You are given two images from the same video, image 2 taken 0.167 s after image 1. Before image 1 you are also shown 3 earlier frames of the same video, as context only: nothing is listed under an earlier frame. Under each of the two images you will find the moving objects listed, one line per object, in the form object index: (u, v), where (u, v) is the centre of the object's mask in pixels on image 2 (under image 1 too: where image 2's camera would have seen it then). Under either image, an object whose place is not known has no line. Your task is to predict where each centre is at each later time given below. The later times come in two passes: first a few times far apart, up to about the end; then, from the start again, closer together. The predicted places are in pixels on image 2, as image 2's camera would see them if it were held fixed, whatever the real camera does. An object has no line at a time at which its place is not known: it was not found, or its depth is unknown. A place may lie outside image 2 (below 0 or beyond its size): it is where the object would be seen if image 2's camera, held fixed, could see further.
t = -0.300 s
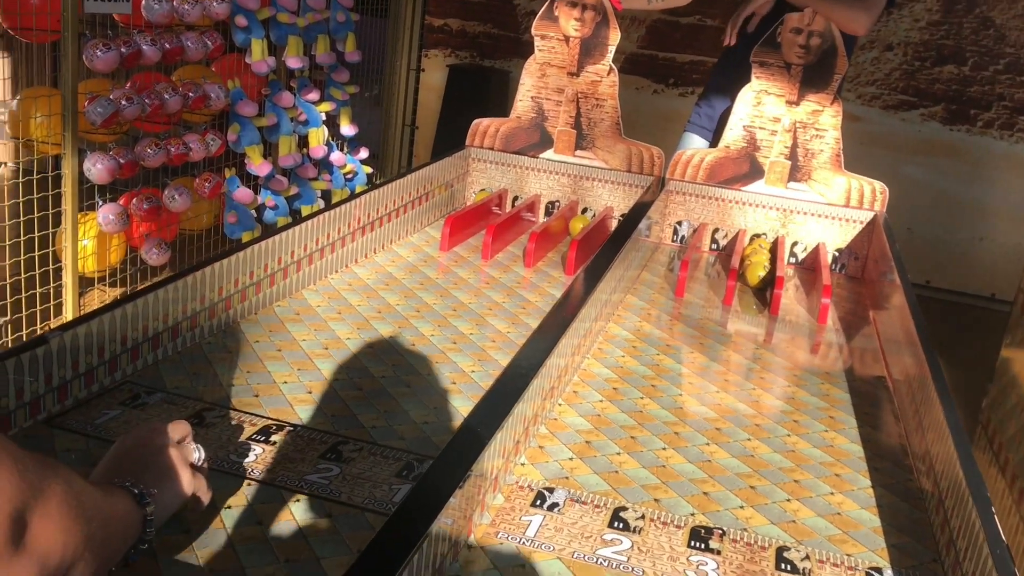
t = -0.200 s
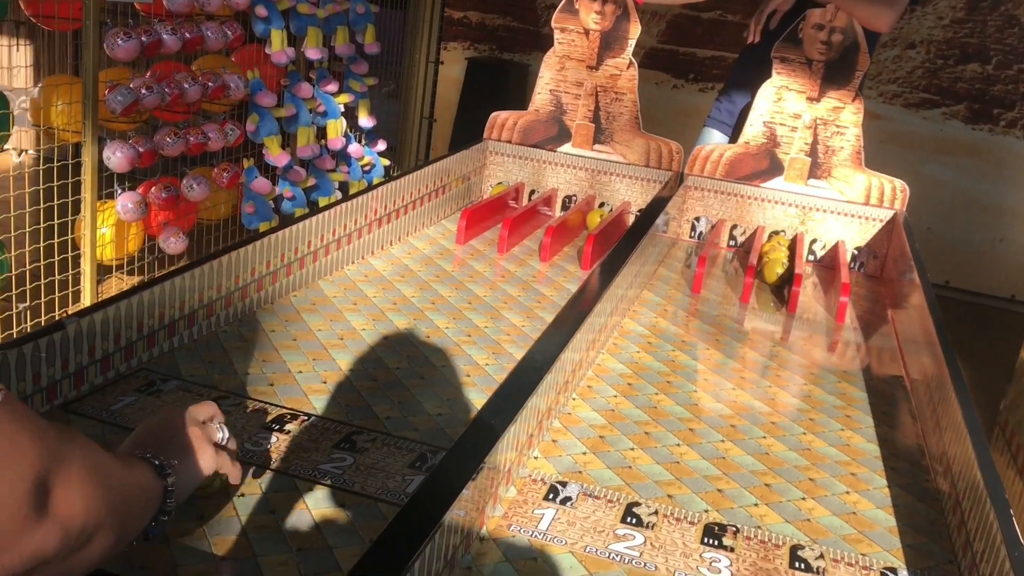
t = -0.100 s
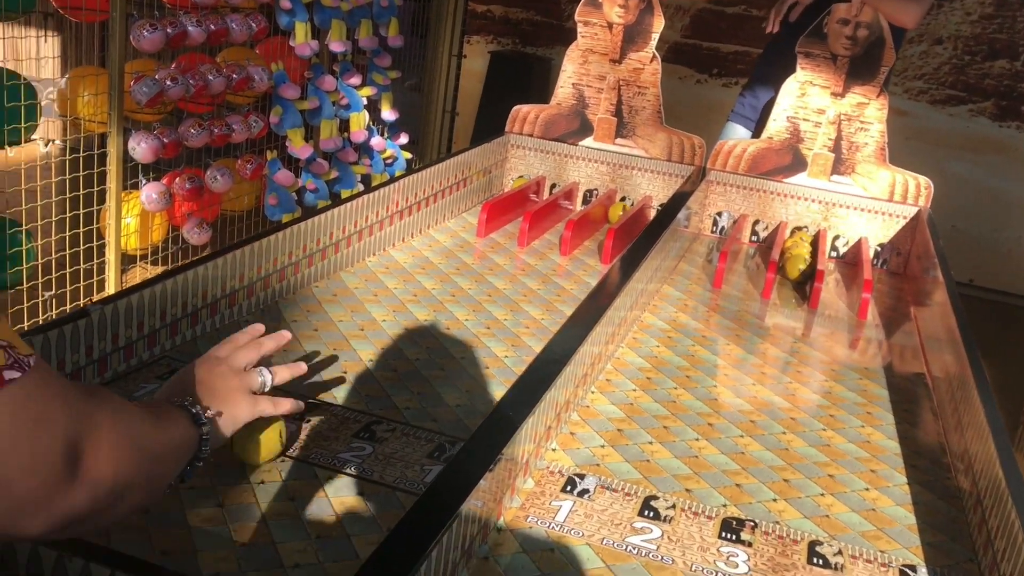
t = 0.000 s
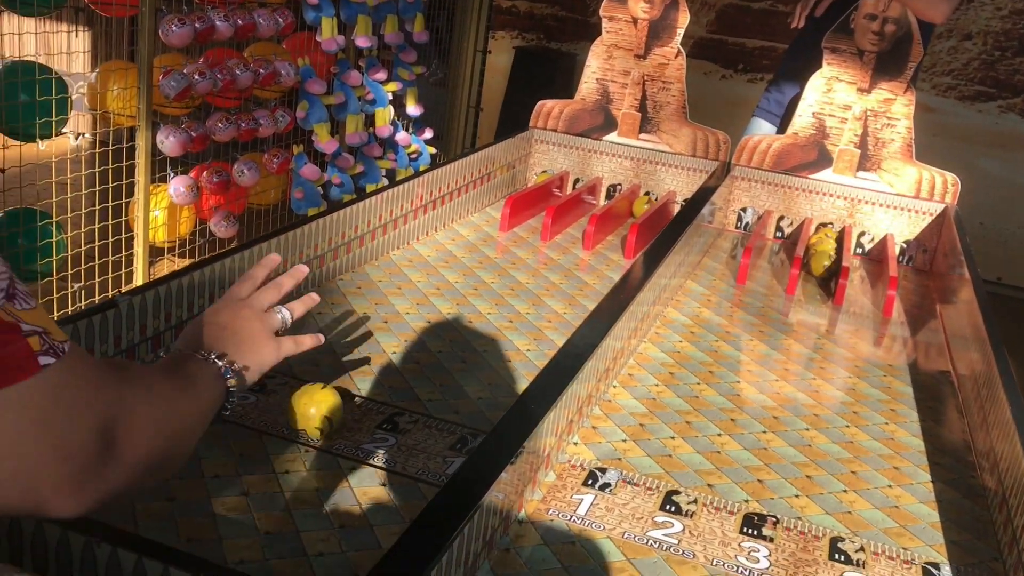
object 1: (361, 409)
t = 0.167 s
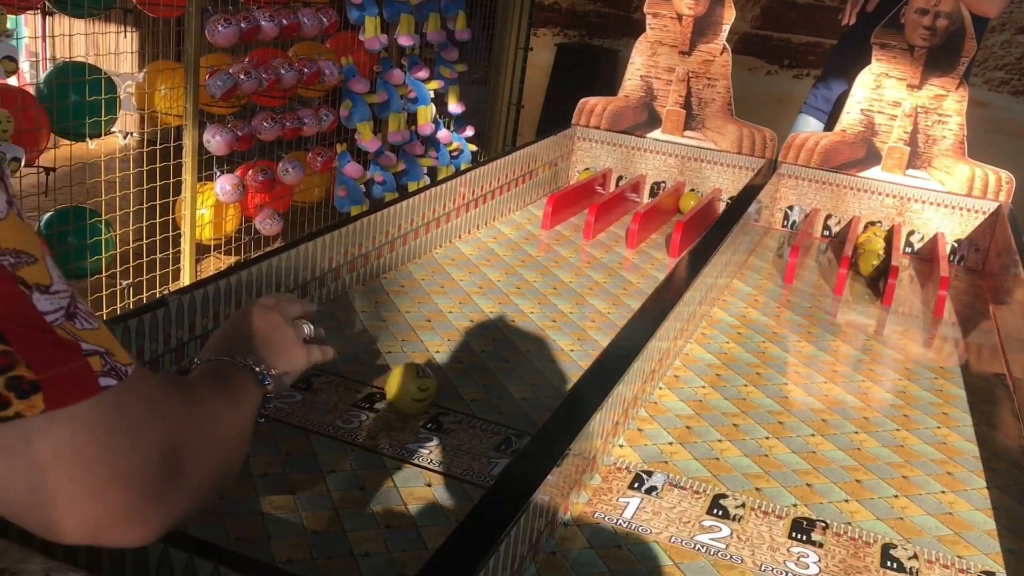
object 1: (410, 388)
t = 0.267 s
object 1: (439, 375)
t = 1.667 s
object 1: (687, 245)
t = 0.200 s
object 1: (420, 384)
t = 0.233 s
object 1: (430, 380)
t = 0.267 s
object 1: (439, 375)
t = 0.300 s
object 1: (448, 371)
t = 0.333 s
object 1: (457, 367)
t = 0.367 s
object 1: (466, 364)
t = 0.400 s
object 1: (474, 360)
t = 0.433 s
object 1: (482, 356)
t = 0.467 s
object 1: (490, 353)
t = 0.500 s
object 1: (498, 349)
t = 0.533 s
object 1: (507, 346)
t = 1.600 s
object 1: (680, 250)
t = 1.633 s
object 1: (684, 248)
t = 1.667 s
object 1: (687, 245)
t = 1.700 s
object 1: (691, 242)
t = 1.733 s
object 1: (694, 240)
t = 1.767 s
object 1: (697, 237)
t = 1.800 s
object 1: (700, 235)
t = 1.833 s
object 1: (703, 232)
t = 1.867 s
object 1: (706, 230)
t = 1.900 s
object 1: (710, 227)
